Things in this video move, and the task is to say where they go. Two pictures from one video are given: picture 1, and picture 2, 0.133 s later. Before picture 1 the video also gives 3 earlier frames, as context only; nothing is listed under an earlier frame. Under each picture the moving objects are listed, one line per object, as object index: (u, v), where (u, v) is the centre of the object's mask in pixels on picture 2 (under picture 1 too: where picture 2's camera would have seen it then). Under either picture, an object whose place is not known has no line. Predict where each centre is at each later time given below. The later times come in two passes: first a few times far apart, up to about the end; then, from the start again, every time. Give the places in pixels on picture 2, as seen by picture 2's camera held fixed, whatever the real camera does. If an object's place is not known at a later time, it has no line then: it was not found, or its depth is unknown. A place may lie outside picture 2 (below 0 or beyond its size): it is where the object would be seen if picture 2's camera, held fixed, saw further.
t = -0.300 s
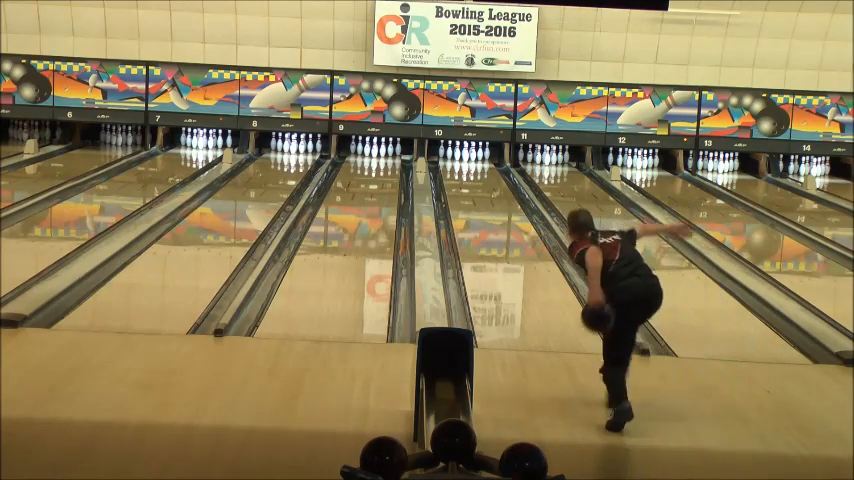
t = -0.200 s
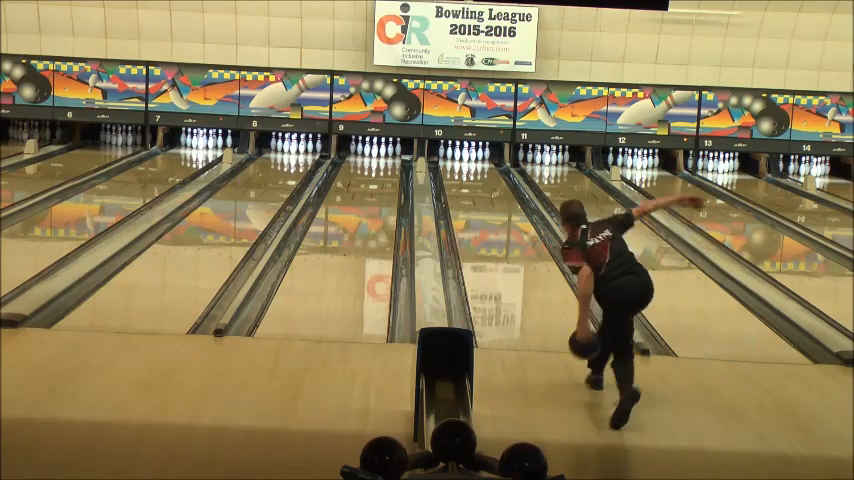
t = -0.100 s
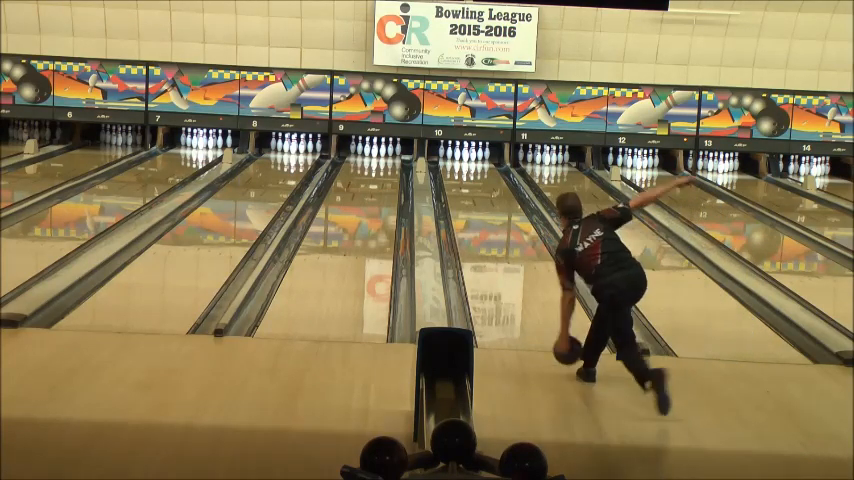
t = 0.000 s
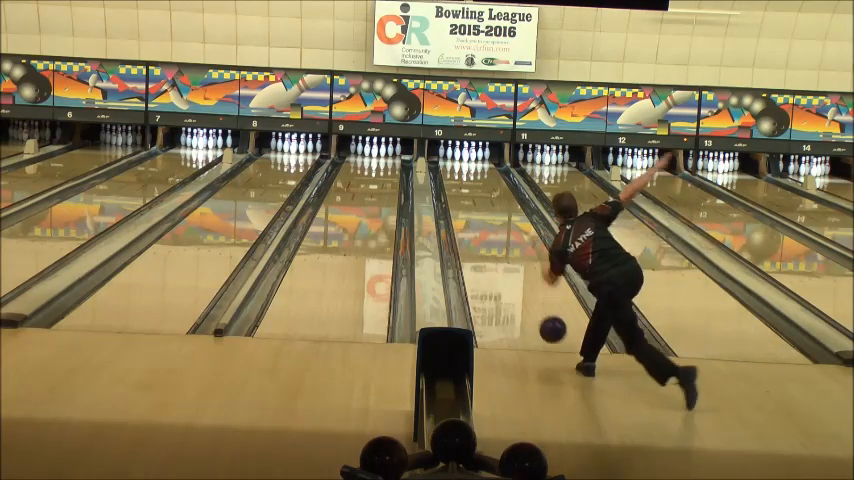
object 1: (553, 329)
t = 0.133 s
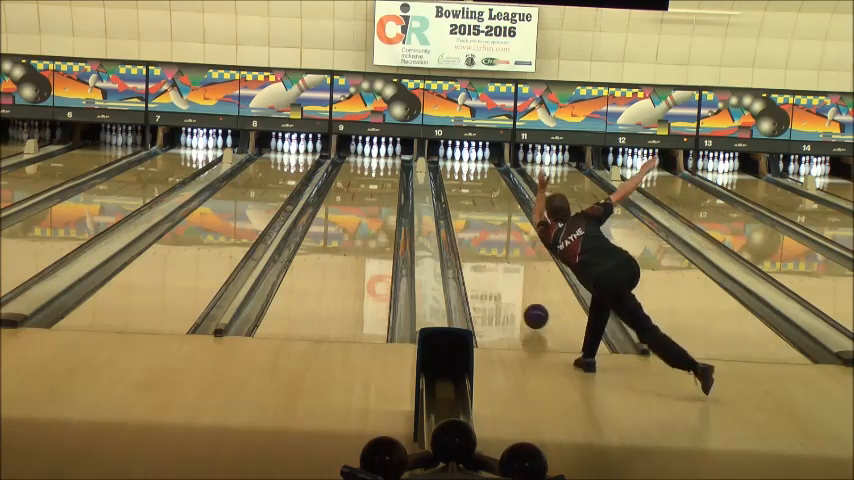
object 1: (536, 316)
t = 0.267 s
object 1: (522, 293)
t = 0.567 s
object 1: (499, 256)
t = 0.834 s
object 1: (484, 230)
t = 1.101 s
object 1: (473, 209)
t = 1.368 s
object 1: (464, 193)
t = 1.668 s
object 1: (457, 178)
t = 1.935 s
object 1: (455, 168)
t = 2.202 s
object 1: (457, 160)
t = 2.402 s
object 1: (462, 156)
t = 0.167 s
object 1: (532, 310)
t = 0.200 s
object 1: (529, 303)
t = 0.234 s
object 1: (526, 297)
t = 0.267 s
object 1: (522, 293)
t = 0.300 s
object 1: (519, 290)
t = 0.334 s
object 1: (517, 285)
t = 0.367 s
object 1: (513, 281)
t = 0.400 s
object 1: (511, 276)
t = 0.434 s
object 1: (508, 271)
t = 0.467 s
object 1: (506, 267)
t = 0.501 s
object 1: (504, 263)
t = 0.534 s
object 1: (501, 259)
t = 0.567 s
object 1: (499, 256)
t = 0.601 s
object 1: (497, 252)
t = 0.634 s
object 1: (495, 249)
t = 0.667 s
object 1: (493, 245)
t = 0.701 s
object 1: (491, 242)
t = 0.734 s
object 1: (489, 239)
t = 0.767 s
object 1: (487, 236)
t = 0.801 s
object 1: (485, 233)
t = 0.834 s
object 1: (484, 230)
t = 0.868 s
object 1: (482, 227)
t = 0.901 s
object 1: (481, 224)
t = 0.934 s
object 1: (479, 222)
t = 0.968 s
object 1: (478, 219)
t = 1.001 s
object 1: (477, 216)
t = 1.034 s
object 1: (475, 214)
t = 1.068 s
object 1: (474, 212)
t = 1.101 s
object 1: (473, 209)
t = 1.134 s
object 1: (471, 207)
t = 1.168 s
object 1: (470, 205)
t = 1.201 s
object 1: (469, 203)
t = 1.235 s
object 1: (468, 201)
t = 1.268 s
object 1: (467, 199)
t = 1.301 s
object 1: (466, 197)
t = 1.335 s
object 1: (465, 195)
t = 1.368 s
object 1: (464, 193)
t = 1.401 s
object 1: (463, 191)
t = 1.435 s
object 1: (462, 190)
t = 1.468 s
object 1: (462, 188)
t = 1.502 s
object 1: (461, 186)
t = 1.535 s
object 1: (460, 184)
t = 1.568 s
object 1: (459, 183)
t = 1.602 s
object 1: (459, 181)
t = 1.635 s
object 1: (458, 180)
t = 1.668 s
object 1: (457, 178)
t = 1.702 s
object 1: (457, 176)
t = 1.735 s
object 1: (456, 175)
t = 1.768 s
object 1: (456, 173)
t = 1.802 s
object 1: (456, 172)
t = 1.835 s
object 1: (456, 171)
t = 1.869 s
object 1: (455, 170)
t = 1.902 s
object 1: (455, 169)
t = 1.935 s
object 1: (455, 168)
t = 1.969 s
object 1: (455, 167)
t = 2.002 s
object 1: (455, 165)
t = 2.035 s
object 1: (456, 164)
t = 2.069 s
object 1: (457, 163)
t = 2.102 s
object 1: (456, 163)
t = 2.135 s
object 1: (456, 162)
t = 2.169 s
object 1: (457, 161)
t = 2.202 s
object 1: (457, 160)
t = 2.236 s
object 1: (458, 159)
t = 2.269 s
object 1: (460, 159)
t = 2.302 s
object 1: (461, 158)
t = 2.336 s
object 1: (461, 158)
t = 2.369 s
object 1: (460, 156)
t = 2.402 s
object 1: (462, 156)
